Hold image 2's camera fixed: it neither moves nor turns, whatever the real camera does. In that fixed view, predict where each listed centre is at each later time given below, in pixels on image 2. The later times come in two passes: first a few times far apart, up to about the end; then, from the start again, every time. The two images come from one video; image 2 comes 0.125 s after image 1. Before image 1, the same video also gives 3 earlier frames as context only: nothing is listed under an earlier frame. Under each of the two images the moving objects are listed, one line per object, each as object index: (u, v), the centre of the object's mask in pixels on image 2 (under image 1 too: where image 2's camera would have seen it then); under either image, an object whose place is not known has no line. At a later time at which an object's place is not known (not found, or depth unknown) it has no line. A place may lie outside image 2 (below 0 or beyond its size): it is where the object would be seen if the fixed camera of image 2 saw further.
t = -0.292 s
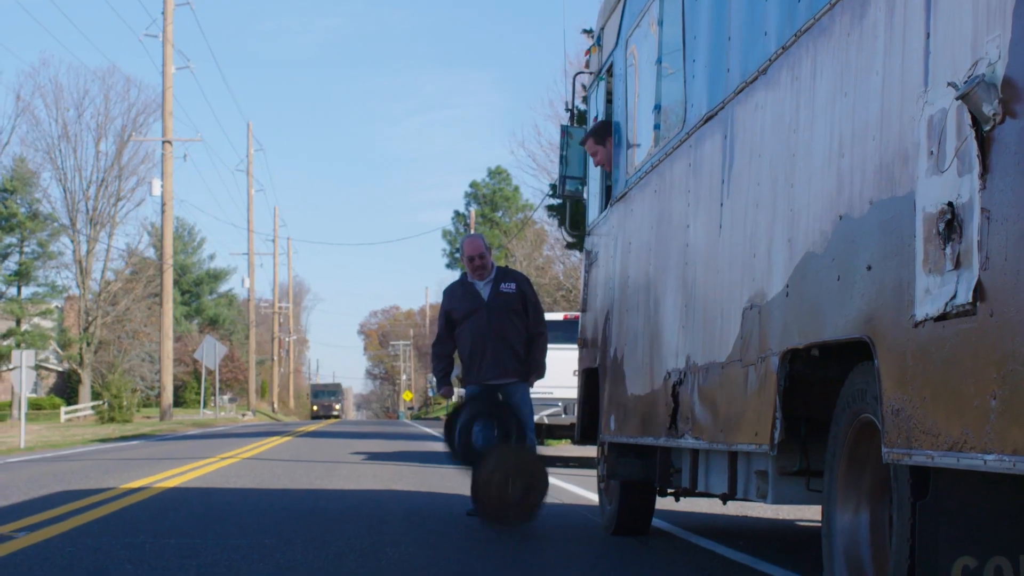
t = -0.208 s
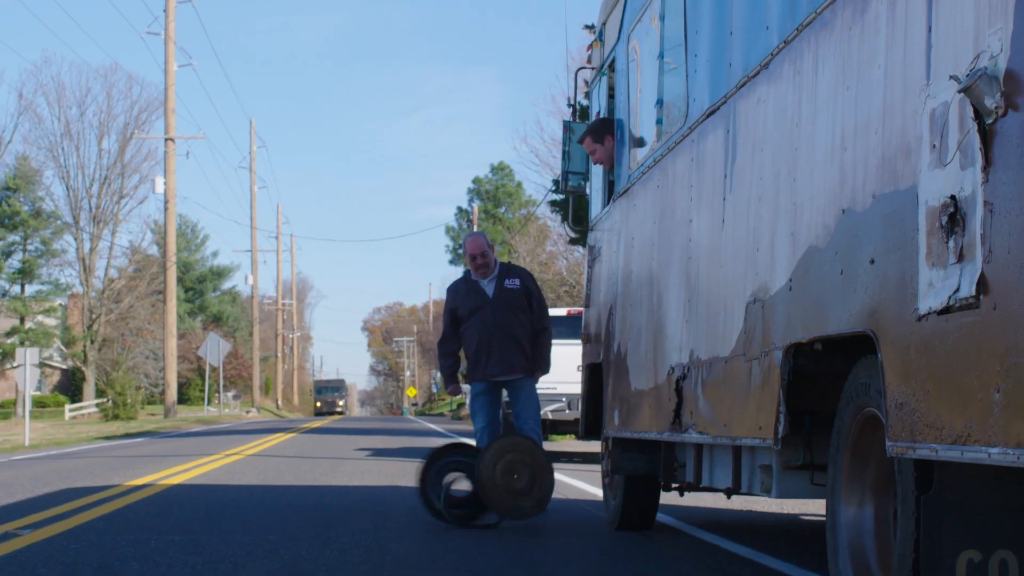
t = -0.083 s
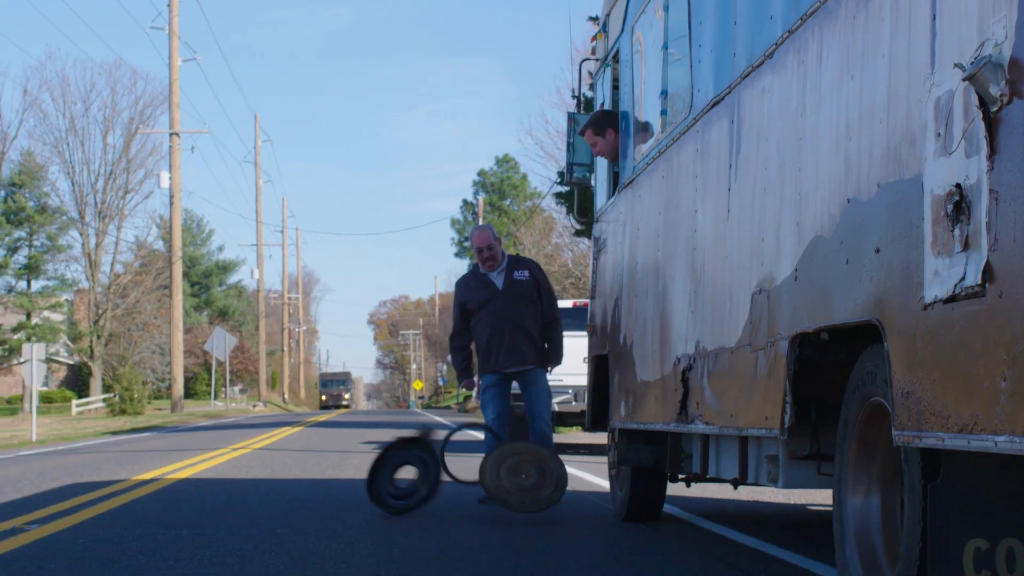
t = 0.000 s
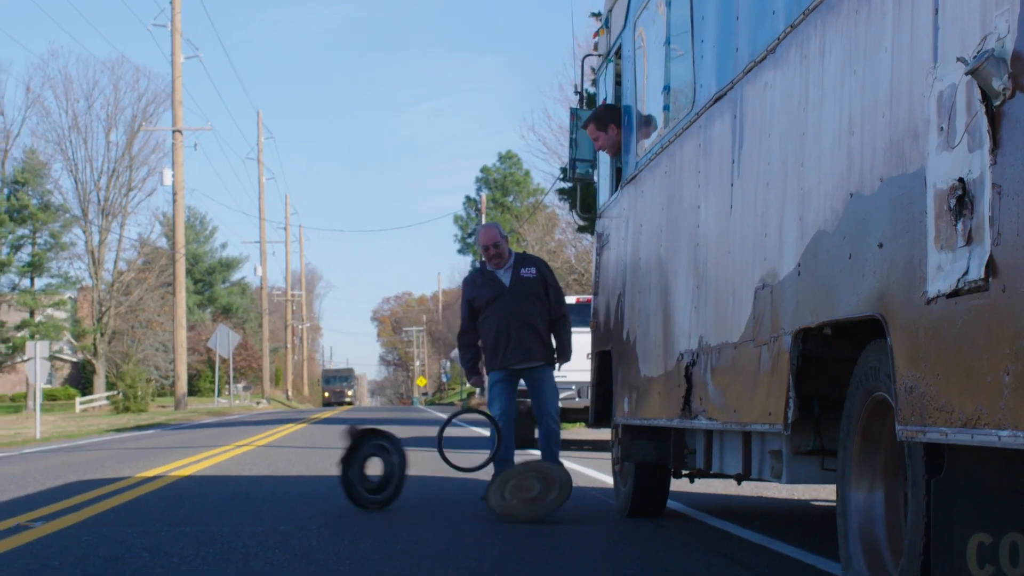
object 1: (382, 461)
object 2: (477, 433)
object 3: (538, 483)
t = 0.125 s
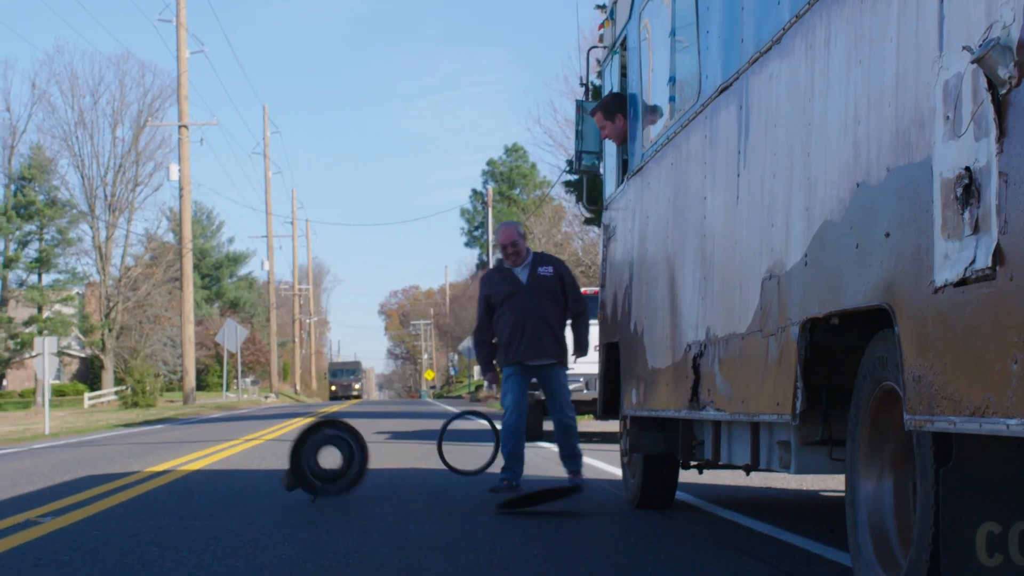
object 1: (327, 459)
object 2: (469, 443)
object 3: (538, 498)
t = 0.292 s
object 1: (262, 447)
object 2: (456, 471)
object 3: (545, 497)
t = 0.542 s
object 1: (197, 439)
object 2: (435, 475)
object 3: (541, 506)
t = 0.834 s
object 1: (145, 451)
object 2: (422, 479)
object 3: (540, 509)
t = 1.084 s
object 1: (113, 456)
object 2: (443, 479)
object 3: (539, 508)
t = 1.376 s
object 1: (93, 459)
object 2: (471, 475)
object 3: (541, 511)
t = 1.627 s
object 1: (102, 446)
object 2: (479, 476)
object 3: (541, 513)
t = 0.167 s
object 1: (311, 450)
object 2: (466, 453)
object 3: (541, 500)
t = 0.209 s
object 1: (294, 445)
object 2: (463, 467)
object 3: (541, 502)
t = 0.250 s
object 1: (278, 444)
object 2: (460, 478)
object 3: (544, 499)
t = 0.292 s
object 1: (262, 447)
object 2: (456, 471)
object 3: (545, 497)
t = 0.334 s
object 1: (247, 454)
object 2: (452, 467)
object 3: (540, 497)
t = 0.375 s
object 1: (233, 463)
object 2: (449, 466)
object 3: (543, 497)
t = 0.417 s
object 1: (222, 455)
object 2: (445, 468)
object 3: (543, 498)
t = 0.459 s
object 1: (213, 447)
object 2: (442, 474)
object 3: (542, 500)
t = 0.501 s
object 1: (205, 442)
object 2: (438, 477)
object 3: (545, 504)
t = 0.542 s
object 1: (197, 439)
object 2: (435, 475)
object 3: (541, 506)
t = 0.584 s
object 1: (189, 440)
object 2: (432, 477)
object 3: (541, 505)
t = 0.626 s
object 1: (182, 443)
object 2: (429, 478)
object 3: (541, 503)
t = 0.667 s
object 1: (175, 451)
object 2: (426, 478)
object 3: (539, 502)
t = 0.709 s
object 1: (168, 458)
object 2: (424, 478)
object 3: (539, 502)
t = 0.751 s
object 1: (160, 457)
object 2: (423, 479)
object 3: (541, 504)
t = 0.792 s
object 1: (153, 452)
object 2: (422, 479)
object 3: (536, 506)
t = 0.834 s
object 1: (145, 451)
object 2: (422, 479)
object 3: (540, 509)
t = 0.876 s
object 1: (137, 453)
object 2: (423, 480)
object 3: (539, 508)
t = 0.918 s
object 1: (131, 452)
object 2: (426, 480)
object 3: (539, 506)
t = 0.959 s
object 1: (125, 453)
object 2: (429, 480)
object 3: (539, 506)
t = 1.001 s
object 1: (121, 455)
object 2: (433, 480)
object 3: (538, 505)
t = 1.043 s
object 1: (117, 459)
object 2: (438, 480)
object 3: (540, 507)
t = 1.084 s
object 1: (113, 456)
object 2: (443, 479)
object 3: (539, 508)
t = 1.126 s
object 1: (109, 456)
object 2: (448, 478)
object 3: (545, 509)
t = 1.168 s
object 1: (105, 454)
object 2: (453, 477)
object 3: (538, 509)
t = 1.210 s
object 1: (102, 452)
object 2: (457, 476)
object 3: (540, 509)
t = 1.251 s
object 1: (99, 453)
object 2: (461, 476)
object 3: (543, 509)
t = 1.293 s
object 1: (97, 454)
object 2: (465, 475)
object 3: (542, 509)
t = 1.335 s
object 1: (95, 456)
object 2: (468, 475)
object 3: (547, 512)
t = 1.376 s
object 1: (93, 459)
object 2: (471, 475)
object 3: (541, 511)
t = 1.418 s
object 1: (92, 461)
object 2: (473, 475)
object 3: (542, 510)
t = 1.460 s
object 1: (91, 461)
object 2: (475, 475)
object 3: (540, 511)
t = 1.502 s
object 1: (92, 460)
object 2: (476, 475)
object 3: (538, 511)
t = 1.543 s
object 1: (94, 457)
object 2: (478, 475)
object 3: (542, 512)
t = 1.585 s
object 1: (98, 450)
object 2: (478, 475)
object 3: (541, 512)
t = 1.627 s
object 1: (102, 446)
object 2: (479, 476)
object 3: (541, 513)
